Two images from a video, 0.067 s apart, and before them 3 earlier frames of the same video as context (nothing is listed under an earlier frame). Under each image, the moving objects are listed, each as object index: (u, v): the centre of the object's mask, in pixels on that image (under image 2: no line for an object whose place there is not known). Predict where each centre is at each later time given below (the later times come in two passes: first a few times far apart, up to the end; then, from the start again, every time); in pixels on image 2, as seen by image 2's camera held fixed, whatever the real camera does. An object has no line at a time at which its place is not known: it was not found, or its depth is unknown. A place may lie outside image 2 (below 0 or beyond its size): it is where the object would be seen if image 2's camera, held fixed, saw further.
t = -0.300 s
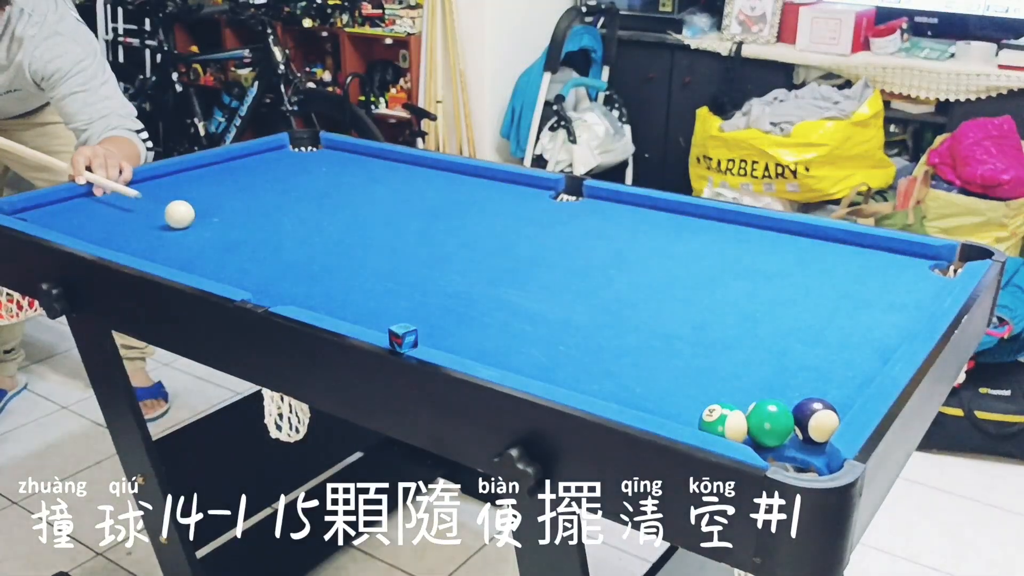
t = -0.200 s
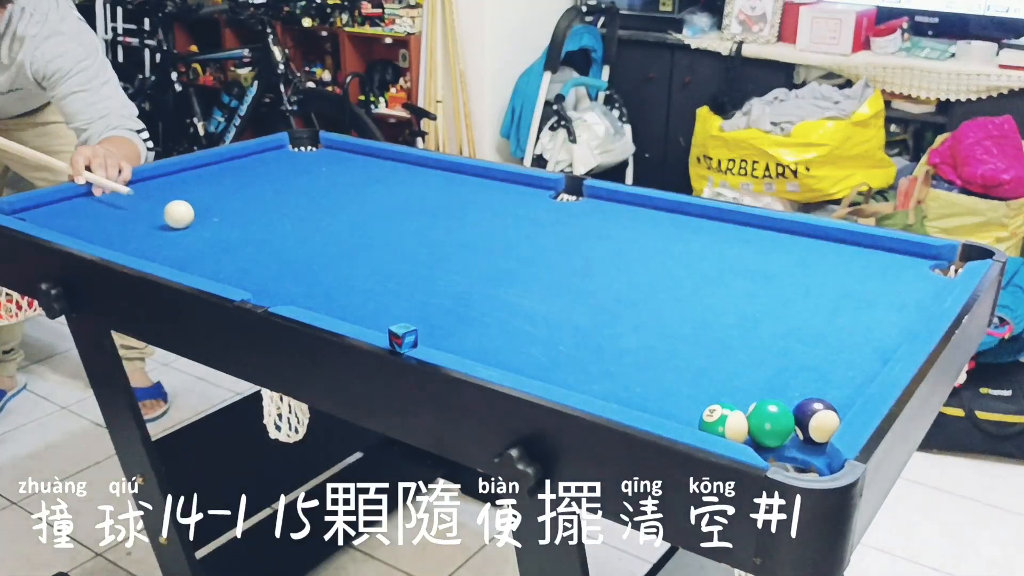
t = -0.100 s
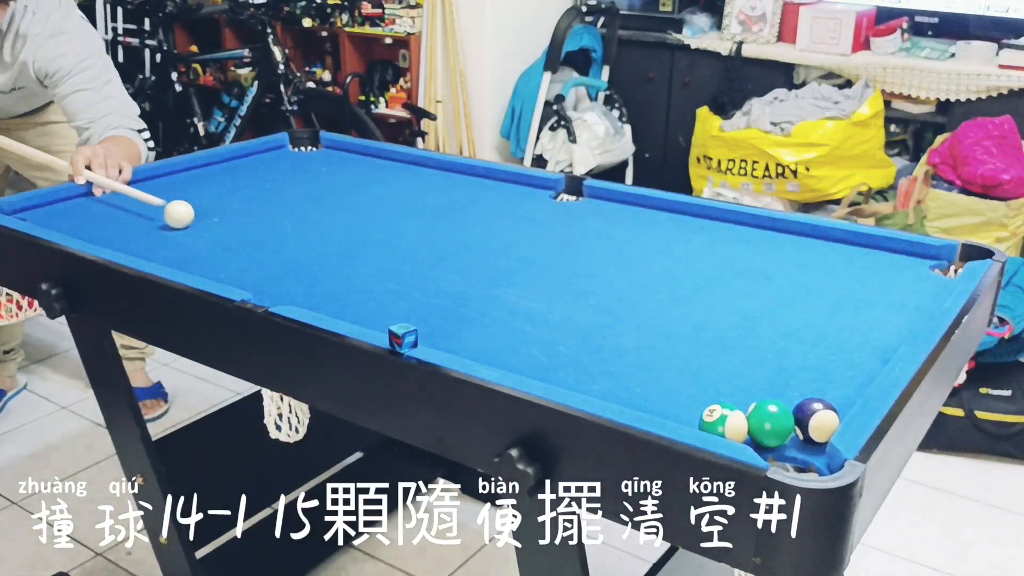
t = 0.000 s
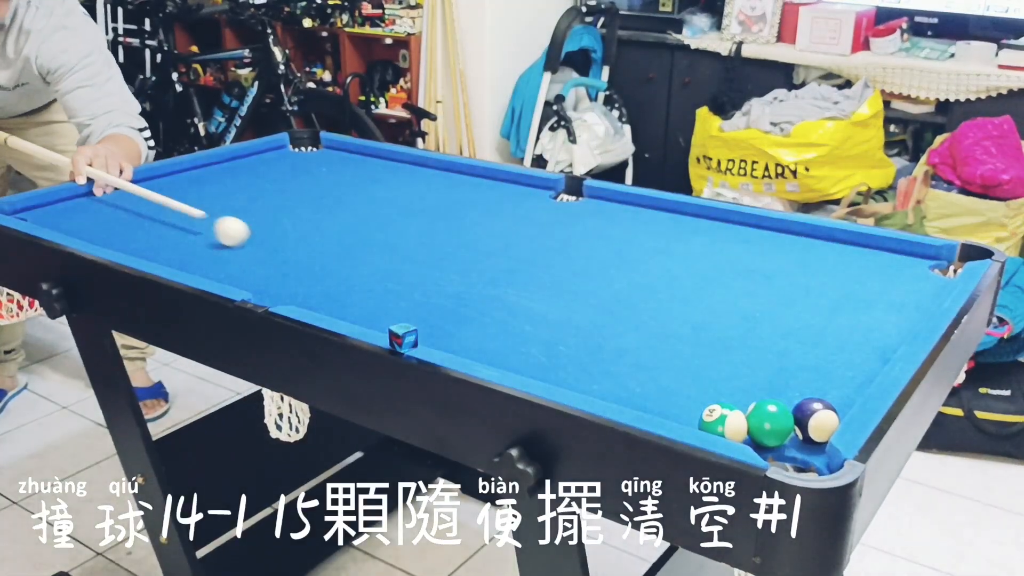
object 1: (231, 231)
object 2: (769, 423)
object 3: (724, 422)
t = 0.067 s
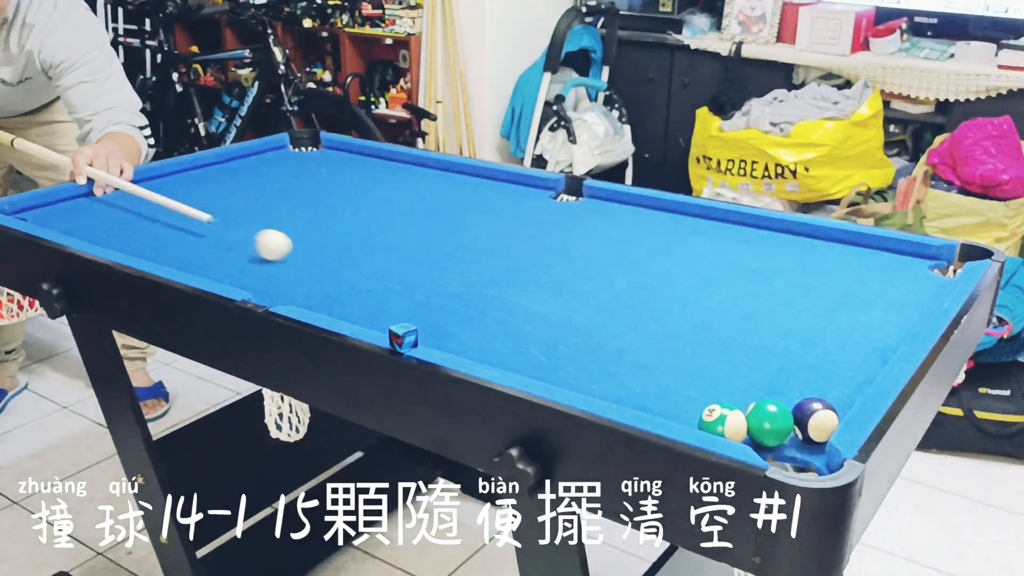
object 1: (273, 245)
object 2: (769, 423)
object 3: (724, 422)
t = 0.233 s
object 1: (390, 282)
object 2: (769, 423)
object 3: (724, 422)
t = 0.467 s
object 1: (597, 347)
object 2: (769, 423)
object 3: (724, 422)
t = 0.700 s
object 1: (810, 383)
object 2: (776, 442)
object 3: (715, 415)
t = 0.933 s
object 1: (844, 354)
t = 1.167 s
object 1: (841, 321)
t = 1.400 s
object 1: (836, 294)
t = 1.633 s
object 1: (831, 271)
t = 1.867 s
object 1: (827, 254)
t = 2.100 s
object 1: (822, 239)
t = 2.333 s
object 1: (815, 231)
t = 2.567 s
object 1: (801, 231)
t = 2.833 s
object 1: (791, 231)
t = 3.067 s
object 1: (790, 231)
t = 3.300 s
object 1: (790, 231)
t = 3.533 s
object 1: (790, 231)
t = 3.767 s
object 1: (790, 231)
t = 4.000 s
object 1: (790, 231)
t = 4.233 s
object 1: (790, 230)
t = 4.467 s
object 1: (790, 231)
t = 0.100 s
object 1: (295, 252)
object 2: (769, 423)
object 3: (724, 422)
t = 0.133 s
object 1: (317, 259)
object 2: (769, 423)
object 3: (724, 422)
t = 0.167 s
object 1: (341, 266)
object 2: (769, 423)
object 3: (724, 422)
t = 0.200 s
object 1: (365, 274)
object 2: (769, 423)
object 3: (724, 422)
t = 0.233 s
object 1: (390, 282)
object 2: (769, 423)
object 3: (724, 422)
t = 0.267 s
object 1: (416, 290)
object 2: (769, 423)
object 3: (724, 422)
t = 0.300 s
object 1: (443, 299)
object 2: (769, 423)
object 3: (724, 422)
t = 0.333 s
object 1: (471, 308)
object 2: (769, 423)
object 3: (724, 422)
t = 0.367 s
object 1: (501, 317)
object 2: (769, 423)
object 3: (724, 422)
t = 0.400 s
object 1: (532, 326)
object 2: (769, 423)
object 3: (724, 422)
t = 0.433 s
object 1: (564, 336)
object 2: (769, 423)
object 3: (724, 422)
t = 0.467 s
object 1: (597, 347)
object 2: (769, 423)
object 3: (724, 422)
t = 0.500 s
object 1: (632, 357)
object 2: (769, 423)
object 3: (724, 422)
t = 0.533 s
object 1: (668, 369)
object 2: (769, 423)
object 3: (724, 422)
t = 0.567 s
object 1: (706, 380)
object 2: (769, 423)
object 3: (724, 422)
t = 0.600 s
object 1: (746, 388)
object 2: (770, 423)
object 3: (724, 422)
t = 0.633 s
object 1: (782, 393)
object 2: (771, 427)
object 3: (722, 422)
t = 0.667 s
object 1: (794, 388)
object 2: (773, 433)
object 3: (719, 418)
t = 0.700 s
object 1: (810, 383)
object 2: (776, 442)
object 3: (715, 415)
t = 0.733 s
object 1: (828, 382)
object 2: (781, 455)
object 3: (712, 413)
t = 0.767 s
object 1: (845, 380)
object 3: (709, 410)
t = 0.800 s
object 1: (846, 376)
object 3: (705, 409)
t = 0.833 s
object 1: (845, 370)
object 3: (702, 407)
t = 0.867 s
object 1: (845, 365)
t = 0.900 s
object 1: (845, 359)
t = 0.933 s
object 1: (844, 354)
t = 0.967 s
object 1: (844, 349)
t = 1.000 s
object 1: (844, 344)
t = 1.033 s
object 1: (843, 339)
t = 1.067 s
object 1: (843, 334)
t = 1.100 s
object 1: (842, 330)
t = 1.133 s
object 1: (842, 325)
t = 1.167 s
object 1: (841, 321)
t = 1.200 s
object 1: (841, 316)
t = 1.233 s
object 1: (840, 313)
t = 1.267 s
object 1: (839, 309)
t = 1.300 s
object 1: (839, 305)
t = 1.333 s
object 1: (838, 301)
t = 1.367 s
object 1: (837, 297)
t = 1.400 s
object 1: (836, 294)
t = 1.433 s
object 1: (836, 290)
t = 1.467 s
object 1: (835, 287)
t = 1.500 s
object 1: (834, 284)
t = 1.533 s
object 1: (833, 280)
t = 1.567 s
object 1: (833, 277)
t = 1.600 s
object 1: (832, 274)
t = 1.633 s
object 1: (831, 271)
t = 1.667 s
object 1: (831, 269)
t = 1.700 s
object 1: (830, 266)
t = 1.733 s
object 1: (829, 263)
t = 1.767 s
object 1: (829, 261)
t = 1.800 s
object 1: (828, 259)
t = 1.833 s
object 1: (827, 256)
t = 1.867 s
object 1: (827, 254)
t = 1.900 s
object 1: (826, 252)
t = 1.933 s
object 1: (826, 249)
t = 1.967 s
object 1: (825, 247)
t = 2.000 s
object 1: (824, 245)
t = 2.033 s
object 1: (824, 243)
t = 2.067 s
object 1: (823, 241)
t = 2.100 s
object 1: (822, 239)
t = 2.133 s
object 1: (822, 237)
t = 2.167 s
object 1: (821, 236)
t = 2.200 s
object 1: (821, 234)
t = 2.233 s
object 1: (820, 232)
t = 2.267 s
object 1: (820, 230)
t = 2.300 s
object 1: (817, 230)
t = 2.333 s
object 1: (815, 231)
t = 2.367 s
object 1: (813, 231)
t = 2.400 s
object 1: (810, 231)
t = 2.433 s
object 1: (808, 231)
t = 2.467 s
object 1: (806, 231)
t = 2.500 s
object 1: (804, 231)
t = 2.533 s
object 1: (802, 231)
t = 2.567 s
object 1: (801, 231)
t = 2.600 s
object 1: (799, 231)
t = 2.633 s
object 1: (797, 231)
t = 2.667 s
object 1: (796, 231)
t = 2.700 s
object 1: (795, 231)
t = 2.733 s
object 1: (794, 231)
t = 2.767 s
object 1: (793, 231)
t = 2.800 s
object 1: (792, 231)
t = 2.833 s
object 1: (791, 231)
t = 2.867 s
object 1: (790, 231)
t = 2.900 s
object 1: (790, 231)
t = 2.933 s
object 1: (790, 231)
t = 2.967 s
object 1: (790, 231)
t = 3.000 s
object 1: (789, 231)
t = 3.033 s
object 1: (789, 230)
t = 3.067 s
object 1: (790, 231)
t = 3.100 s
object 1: (790, 231)
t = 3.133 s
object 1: (790, 231)
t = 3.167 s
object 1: (790, 231)
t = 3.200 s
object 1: (790, 231)
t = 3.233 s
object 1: (790, 231)
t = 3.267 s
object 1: (790, 231)
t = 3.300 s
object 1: (790, 231)
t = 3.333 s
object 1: (790, 231)
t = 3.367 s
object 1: (790, 231)
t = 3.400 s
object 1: (790, 231)
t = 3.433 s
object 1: (790, 231)
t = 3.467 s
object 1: (790, 231)
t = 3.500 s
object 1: (790, 231)
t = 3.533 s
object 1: (790, 231)
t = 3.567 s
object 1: (790, 231)
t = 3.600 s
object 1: (790, 231)
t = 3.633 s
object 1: (790, 231)
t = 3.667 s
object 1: (790, 231)
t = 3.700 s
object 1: (790, 231)
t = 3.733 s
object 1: (790, 231)
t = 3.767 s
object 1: (790, 231)
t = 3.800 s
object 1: (790, 231)
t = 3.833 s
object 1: (790, 230)
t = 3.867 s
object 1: (790, 231)
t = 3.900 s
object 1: (790, 230)
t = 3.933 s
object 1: (790, 231)
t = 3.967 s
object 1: (790, 230)
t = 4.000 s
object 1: (790, 231)
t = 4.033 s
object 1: (790, 231)
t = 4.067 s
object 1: (790, 230)
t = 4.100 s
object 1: (790, 231)
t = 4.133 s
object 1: (790, 230)
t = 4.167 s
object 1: (790, 230)
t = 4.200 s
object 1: (790, 230)
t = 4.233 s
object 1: (790, 230)
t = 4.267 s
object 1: (790, 231)
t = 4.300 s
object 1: (790, 231)
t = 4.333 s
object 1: (790, 231)
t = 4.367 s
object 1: (790, 230)
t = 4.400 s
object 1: (790, 231)
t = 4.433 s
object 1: (790, 230)
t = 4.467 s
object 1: (790, 231)
